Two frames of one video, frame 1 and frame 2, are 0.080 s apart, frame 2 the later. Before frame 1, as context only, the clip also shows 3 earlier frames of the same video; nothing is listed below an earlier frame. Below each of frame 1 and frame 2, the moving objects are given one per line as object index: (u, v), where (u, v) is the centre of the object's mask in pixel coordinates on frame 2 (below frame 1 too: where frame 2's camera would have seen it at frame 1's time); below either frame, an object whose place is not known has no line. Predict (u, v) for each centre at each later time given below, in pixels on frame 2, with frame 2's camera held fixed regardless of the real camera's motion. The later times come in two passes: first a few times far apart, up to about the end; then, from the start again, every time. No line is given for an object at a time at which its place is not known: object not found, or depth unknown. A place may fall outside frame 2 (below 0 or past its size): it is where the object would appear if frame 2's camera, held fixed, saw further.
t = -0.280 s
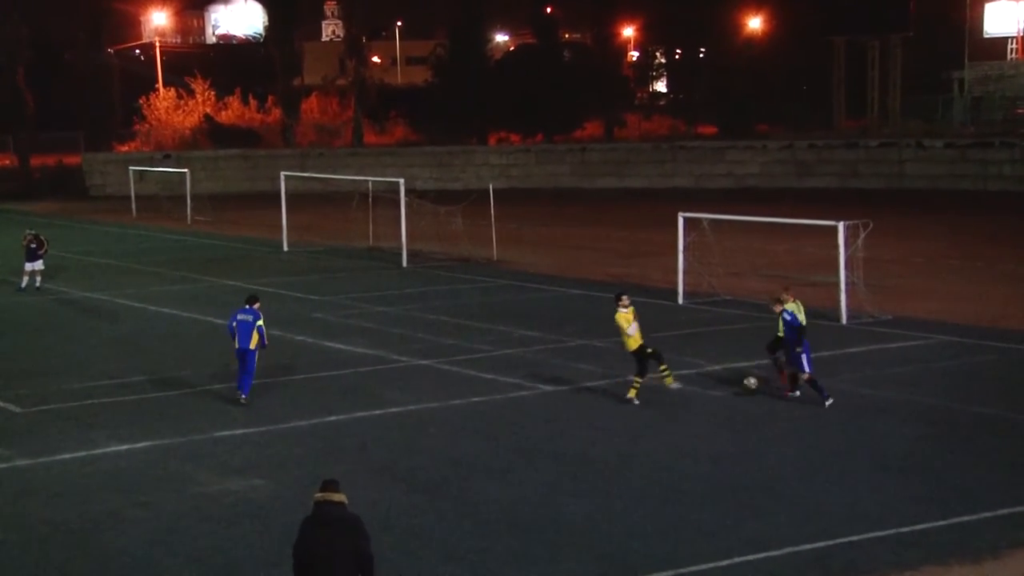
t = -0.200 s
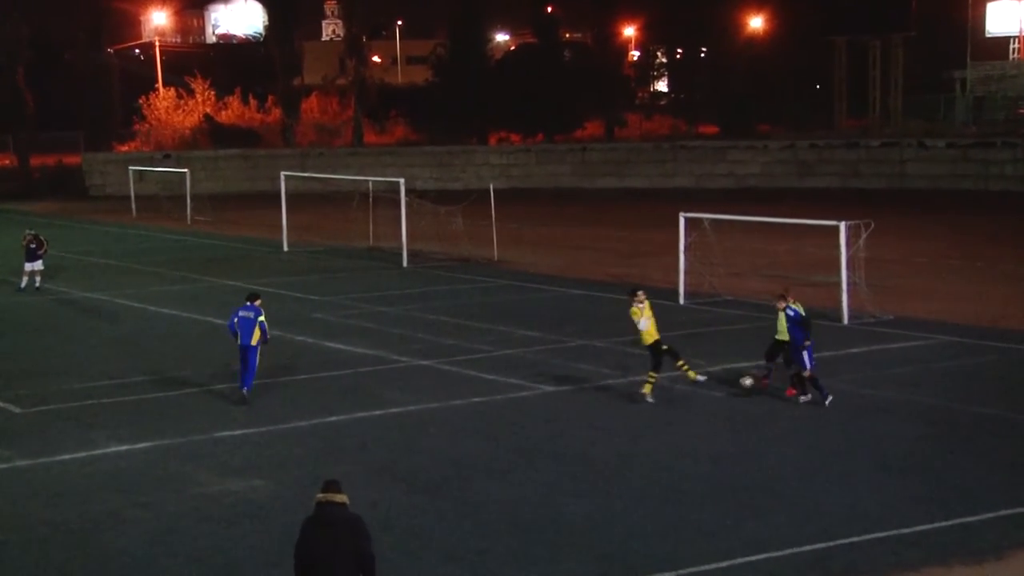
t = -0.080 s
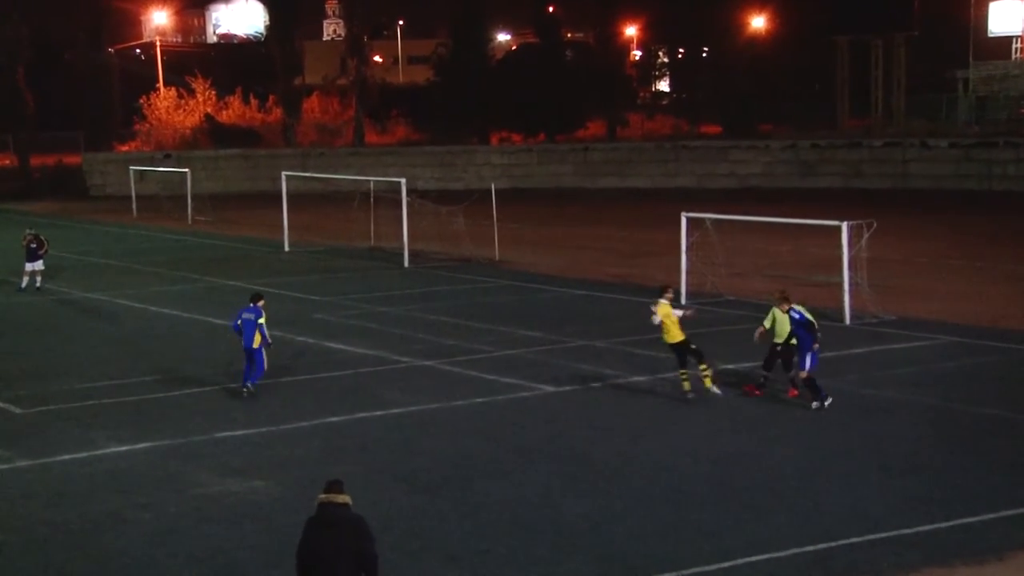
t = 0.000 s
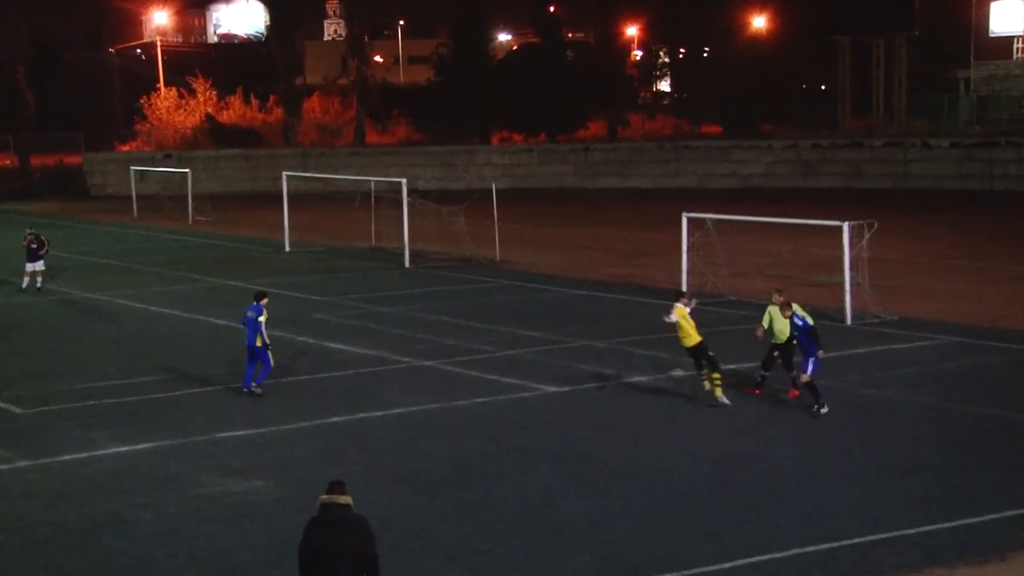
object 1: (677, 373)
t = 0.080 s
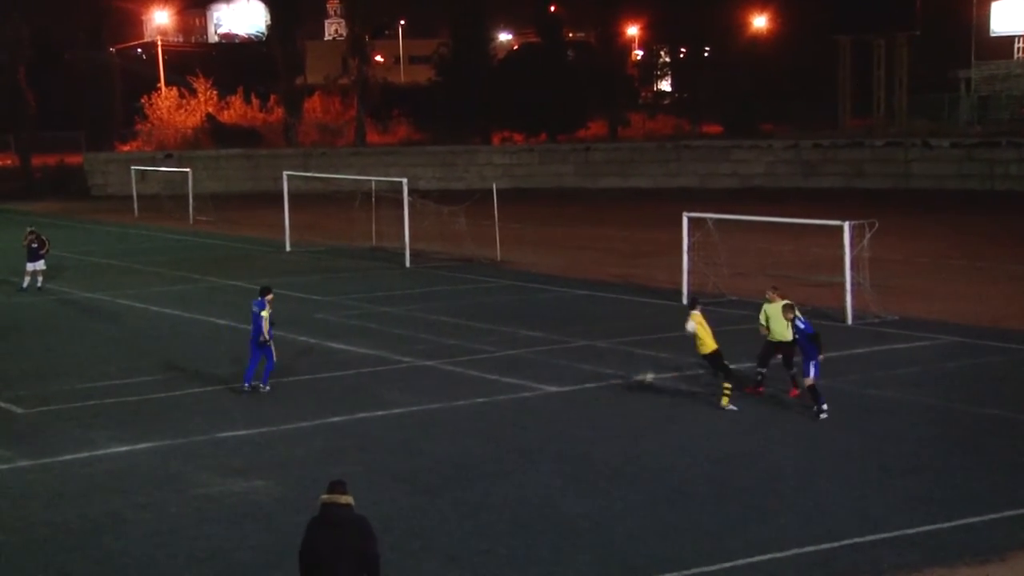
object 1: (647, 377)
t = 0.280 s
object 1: (590, 373)
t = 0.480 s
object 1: (544, 374)
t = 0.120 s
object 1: (633, 380)
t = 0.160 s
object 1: (620, 384)
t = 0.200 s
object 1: (609, 381)
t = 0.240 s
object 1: (599, 377)
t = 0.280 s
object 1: (590, 373)
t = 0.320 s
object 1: (581, 371)
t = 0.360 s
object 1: (571, 370)
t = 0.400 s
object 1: (562, 371)
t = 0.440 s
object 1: (552, 372)
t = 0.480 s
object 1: (544, 374)
